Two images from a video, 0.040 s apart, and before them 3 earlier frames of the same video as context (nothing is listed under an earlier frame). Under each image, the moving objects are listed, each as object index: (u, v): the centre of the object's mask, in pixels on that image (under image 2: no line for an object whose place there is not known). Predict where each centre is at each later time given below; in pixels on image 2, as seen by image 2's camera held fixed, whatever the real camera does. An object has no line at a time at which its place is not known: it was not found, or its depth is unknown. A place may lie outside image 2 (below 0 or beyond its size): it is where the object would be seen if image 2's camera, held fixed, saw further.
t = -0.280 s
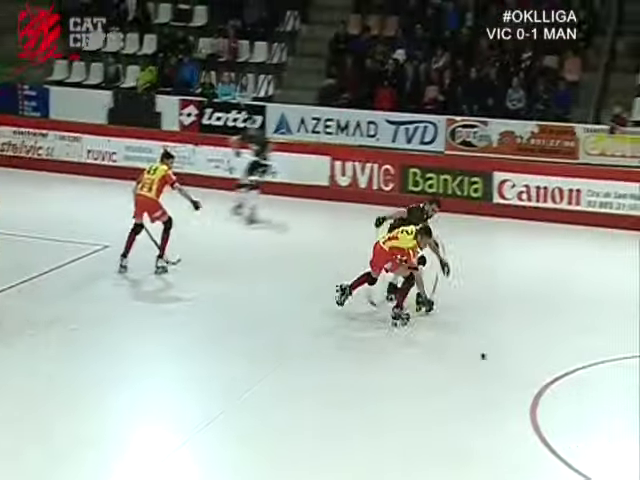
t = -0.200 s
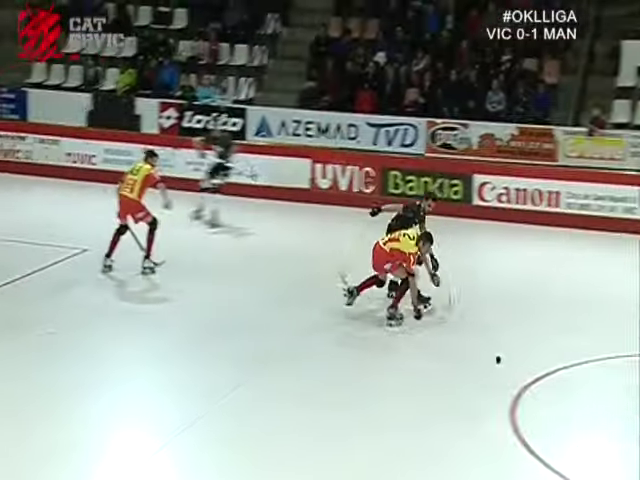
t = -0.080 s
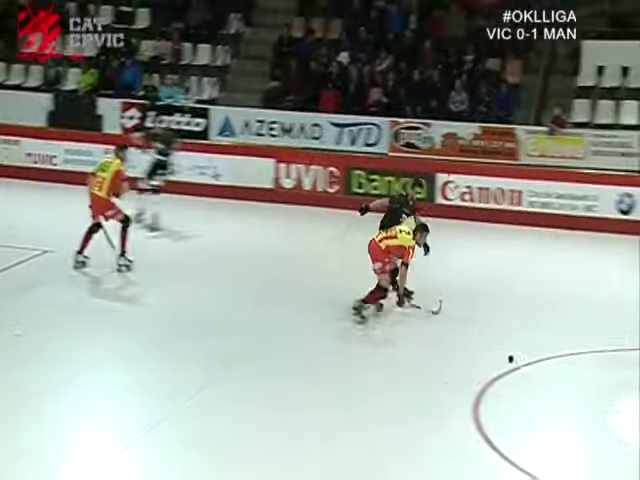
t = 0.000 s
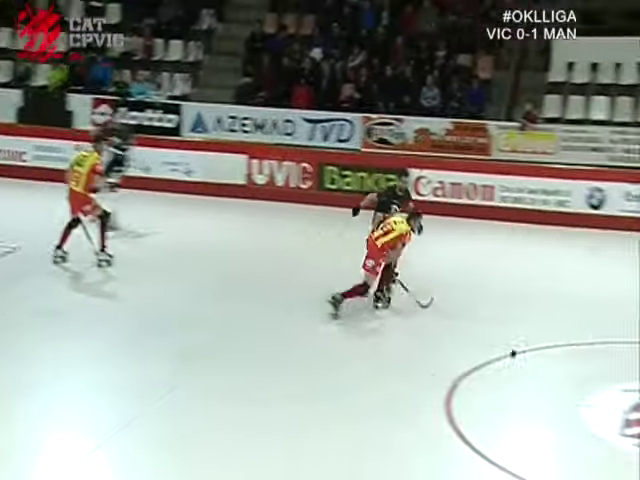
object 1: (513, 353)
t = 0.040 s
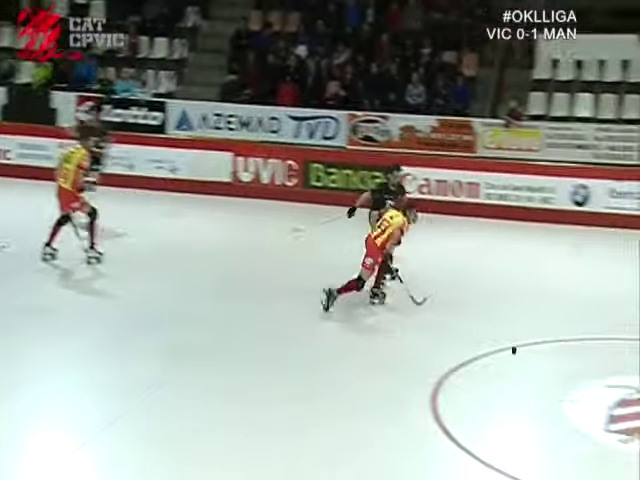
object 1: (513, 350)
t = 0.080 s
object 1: (528, 350)
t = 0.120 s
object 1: (544, 351)
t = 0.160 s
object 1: (559, 351)
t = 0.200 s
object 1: (574, 351)
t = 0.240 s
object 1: (590, 351)
